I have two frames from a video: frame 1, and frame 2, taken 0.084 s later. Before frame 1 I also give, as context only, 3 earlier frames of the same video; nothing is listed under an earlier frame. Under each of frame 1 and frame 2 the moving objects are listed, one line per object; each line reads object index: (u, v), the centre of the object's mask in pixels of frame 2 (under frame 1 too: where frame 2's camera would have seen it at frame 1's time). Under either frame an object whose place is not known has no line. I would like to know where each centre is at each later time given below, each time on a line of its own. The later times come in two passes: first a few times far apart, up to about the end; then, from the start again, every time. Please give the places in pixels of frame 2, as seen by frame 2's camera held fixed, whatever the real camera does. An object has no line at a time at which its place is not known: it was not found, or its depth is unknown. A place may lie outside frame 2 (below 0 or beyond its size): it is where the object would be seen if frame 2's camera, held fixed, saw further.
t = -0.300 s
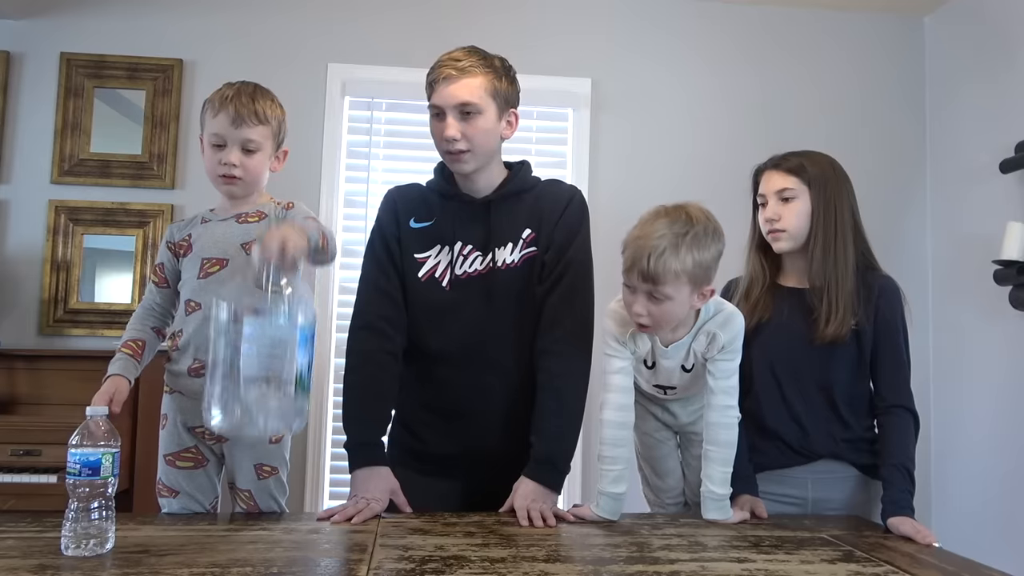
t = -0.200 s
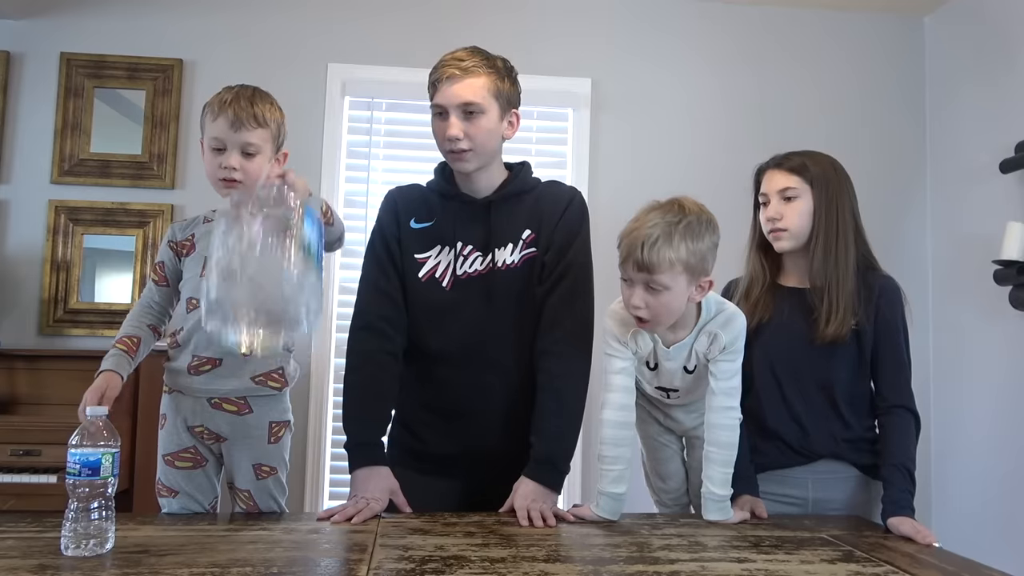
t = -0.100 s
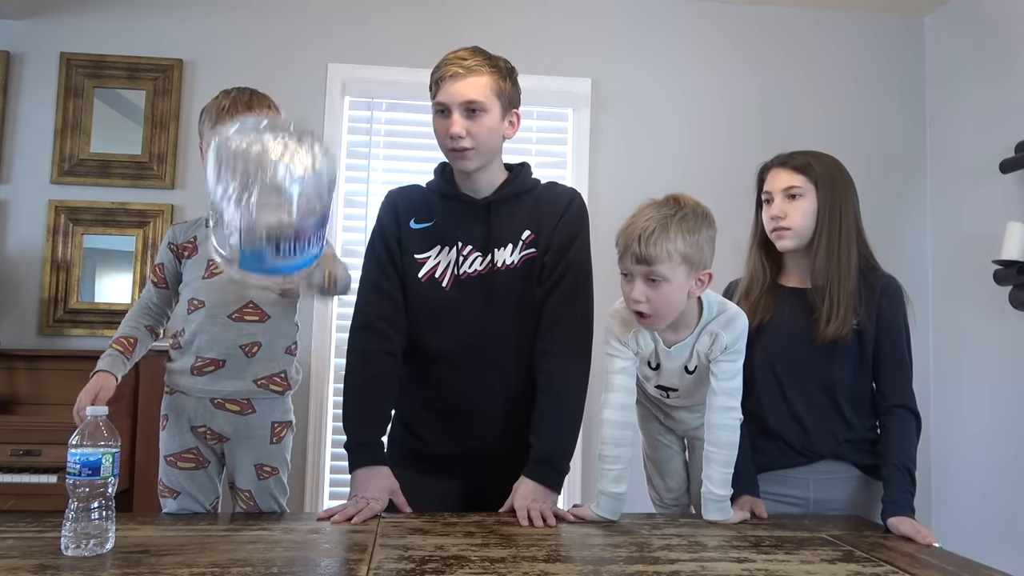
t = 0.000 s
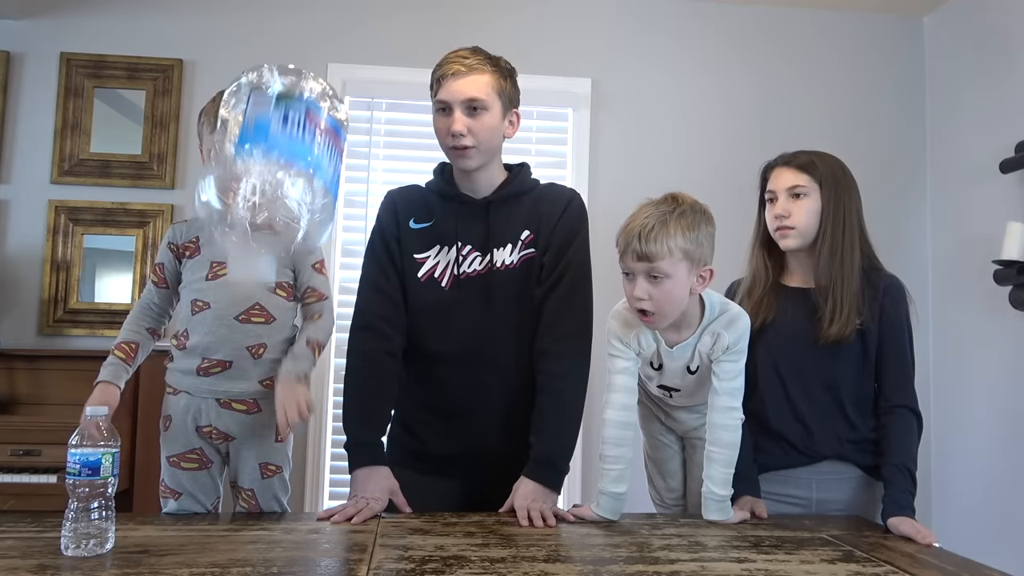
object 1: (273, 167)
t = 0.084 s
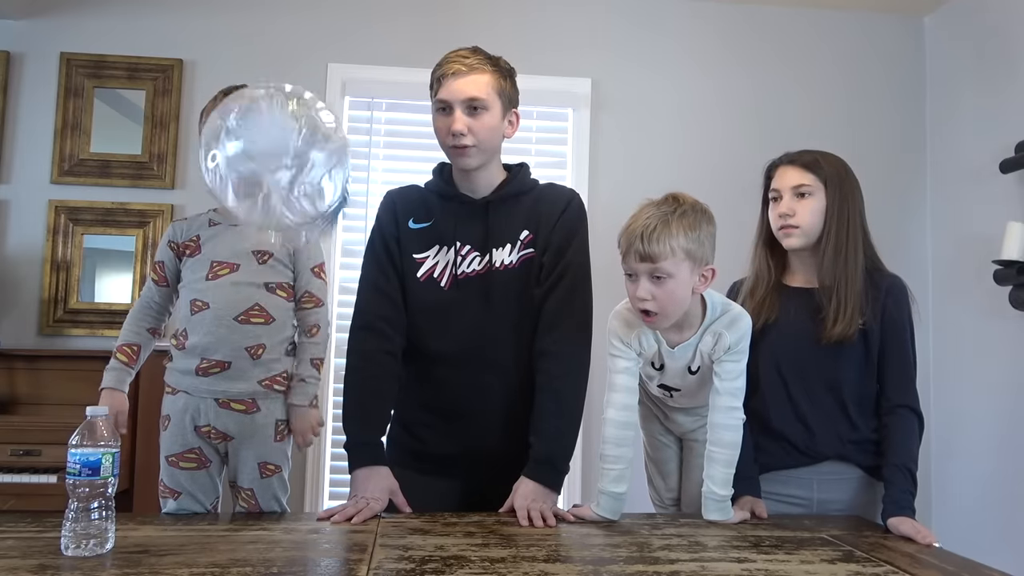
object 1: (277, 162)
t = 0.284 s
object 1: (280, 488)
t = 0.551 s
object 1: (271, 498)
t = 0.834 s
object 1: (271, 498)
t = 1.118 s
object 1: (272, 498)
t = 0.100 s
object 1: (279, 174)
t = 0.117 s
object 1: (281, 190)
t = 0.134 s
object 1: (280, 207)
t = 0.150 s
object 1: (280, 230)
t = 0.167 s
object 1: (281, 254)
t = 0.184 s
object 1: (280, 282)
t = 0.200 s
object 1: (280, 315)
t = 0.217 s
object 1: (280, 350)
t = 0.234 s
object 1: (279, 394)
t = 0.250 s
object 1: (280, 441)
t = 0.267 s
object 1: (280, 465)
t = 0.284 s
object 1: (280, 488)
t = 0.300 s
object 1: (272, 496)
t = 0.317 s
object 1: (270, 497)
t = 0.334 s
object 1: (271, 498)
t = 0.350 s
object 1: (271, 497)
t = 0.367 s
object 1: (272, 498)
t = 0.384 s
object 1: (272, 498)
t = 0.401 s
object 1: (272, 498)
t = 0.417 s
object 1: (272, 498)
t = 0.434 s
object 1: (272, 498)
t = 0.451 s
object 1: (272, 498)
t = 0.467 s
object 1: (271, 498)
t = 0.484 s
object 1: (271, 498)
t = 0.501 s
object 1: (271, 498)
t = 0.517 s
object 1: (271, 498)
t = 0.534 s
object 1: (271, 498)
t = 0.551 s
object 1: (271, 498)
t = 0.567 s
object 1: (271, 498)
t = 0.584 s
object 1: (271, 498)
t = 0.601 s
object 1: (271, 498)
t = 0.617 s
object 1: (271, 498)
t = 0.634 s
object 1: (271, 498)
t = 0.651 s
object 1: (271, 498)
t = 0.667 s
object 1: (272, 498)
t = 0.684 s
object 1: (271, 498)
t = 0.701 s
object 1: (271, 498)
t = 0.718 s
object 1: (271, 498)
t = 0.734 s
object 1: (271, 498)
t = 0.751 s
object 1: (271, 498)
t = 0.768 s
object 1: (271, 498)
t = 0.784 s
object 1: (271, 498)
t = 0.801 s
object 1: (271, 498)
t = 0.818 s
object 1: (271, 498)
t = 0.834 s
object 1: (271, 498)
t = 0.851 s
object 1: (272, 498)
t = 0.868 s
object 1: (271, 498)
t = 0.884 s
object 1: (272, 498)
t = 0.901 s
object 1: (271, 498)
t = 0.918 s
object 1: (271, 498)
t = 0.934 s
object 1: (271, 498)
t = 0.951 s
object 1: (272, 498)
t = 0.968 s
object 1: (272, 498)
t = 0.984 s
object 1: (271, 498)
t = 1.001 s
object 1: (271, 498)
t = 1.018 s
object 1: (271, 498)
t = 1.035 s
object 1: (271, 498)
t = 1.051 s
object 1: (272, 498)
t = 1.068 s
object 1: (271, 498)
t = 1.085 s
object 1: (272, 498)
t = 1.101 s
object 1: (271, 498)
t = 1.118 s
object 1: (272, 498)
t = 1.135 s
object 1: (271, 498)
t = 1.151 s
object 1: (271, 498)
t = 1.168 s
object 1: (272, 498)
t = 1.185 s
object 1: (272, 498)
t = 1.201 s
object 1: (272, 498)
